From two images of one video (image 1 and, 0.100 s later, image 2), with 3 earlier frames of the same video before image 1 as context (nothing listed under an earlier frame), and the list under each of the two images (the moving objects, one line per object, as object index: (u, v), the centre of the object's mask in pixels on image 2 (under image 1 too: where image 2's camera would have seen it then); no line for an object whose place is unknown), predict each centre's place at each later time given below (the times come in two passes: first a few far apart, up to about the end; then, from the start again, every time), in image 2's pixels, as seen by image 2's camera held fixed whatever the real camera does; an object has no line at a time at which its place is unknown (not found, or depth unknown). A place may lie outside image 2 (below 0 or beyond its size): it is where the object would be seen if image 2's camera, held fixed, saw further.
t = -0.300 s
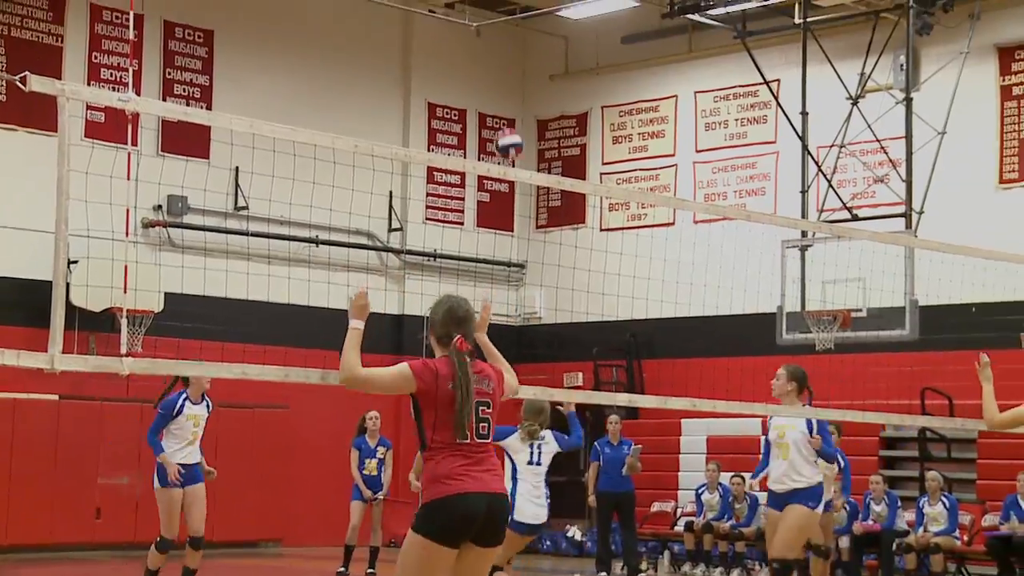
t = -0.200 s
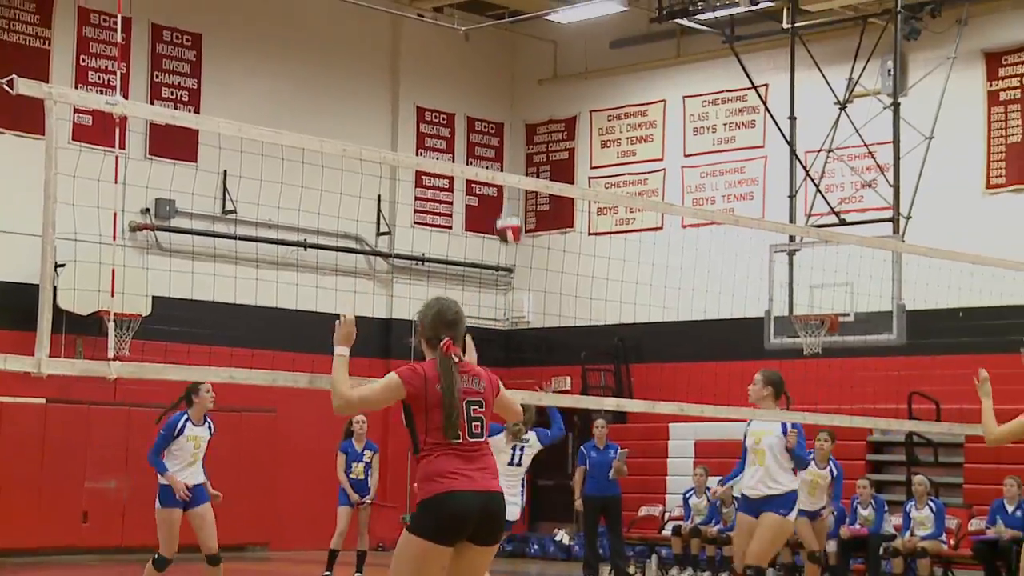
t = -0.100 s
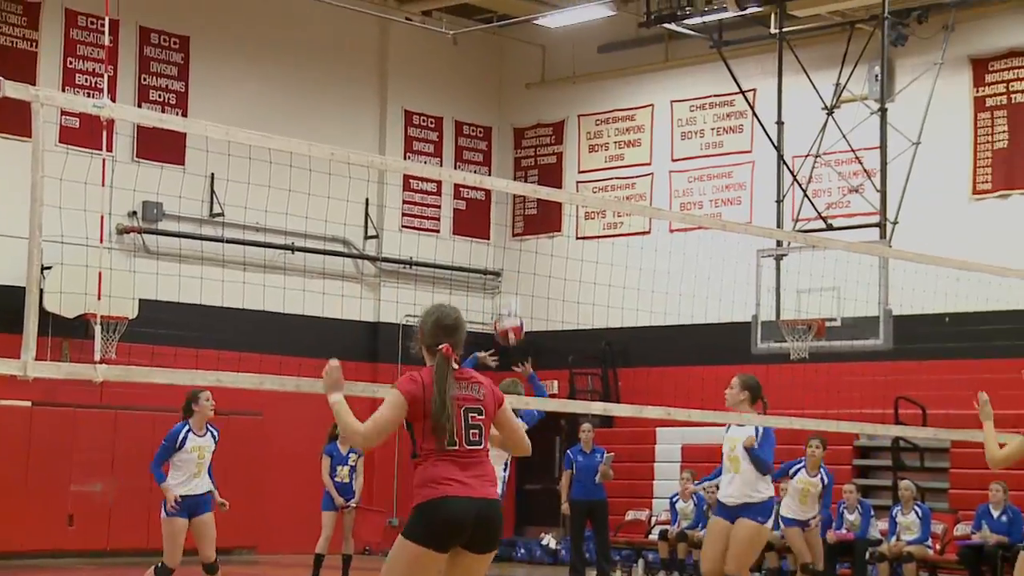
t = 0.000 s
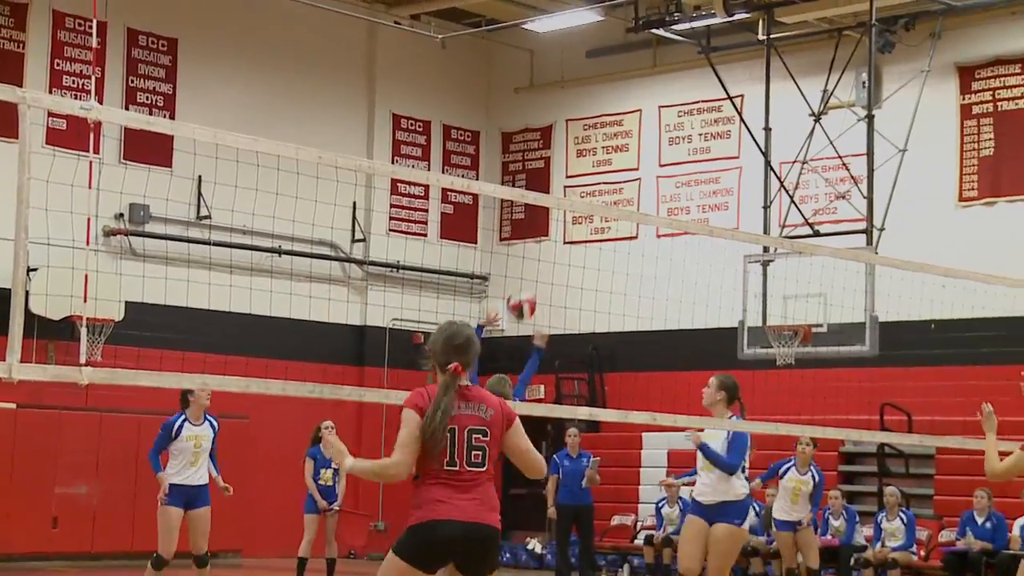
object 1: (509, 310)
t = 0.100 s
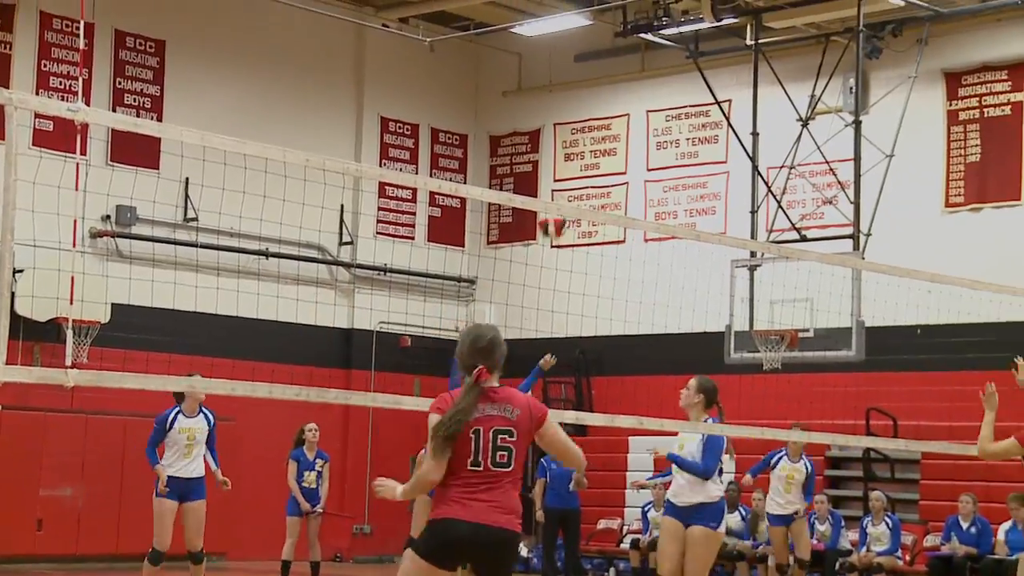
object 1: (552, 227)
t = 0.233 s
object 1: (607, 134)
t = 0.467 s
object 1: (696, 38)
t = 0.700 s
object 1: (780, 15)
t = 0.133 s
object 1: (566, 195)
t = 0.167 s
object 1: (581, 176)
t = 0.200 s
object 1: (594, 155)
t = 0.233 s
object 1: (607, 134)
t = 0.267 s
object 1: (620, 116)
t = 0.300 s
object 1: (634, 99)
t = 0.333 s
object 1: (647, 83)
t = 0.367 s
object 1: (659, 69)
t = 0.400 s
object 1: (672, 57)
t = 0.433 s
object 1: (684, 46)
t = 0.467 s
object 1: (696, 38)
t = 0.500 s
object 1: (709, 30)
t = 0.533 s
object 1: (721, 23)
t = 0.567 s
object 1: (733, 18)
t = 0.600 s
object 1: (745, 16)
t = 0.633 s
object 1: (756, 14)
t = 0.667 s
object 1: (768, 14)
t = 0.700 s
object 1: (780, 15)
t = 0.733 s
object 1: (791, 18)
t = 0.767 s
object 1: (803, 23)
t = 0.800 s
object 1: (814, 29)
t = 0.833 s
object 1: (824, 37)
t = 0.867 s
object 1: (836, 46)
